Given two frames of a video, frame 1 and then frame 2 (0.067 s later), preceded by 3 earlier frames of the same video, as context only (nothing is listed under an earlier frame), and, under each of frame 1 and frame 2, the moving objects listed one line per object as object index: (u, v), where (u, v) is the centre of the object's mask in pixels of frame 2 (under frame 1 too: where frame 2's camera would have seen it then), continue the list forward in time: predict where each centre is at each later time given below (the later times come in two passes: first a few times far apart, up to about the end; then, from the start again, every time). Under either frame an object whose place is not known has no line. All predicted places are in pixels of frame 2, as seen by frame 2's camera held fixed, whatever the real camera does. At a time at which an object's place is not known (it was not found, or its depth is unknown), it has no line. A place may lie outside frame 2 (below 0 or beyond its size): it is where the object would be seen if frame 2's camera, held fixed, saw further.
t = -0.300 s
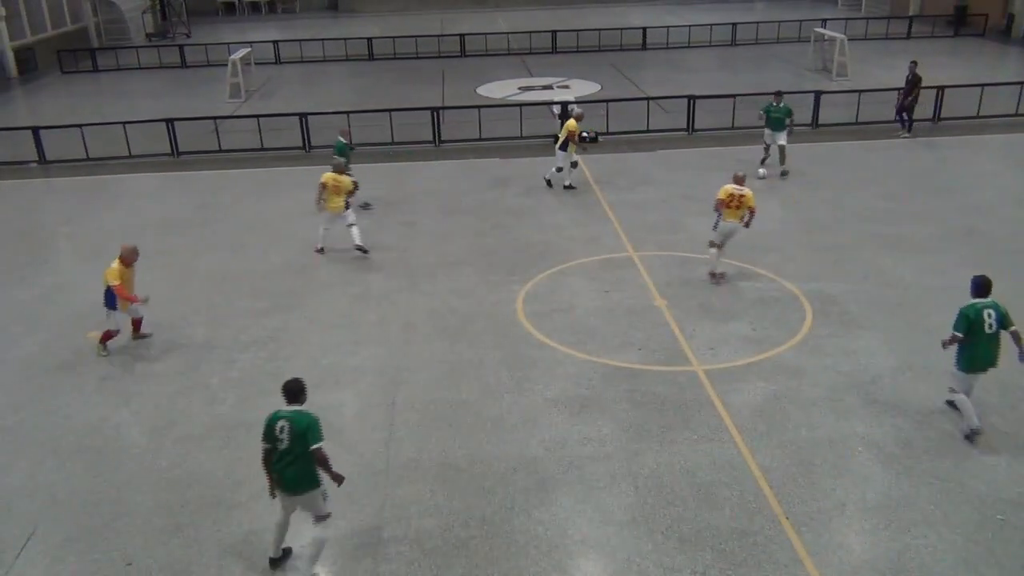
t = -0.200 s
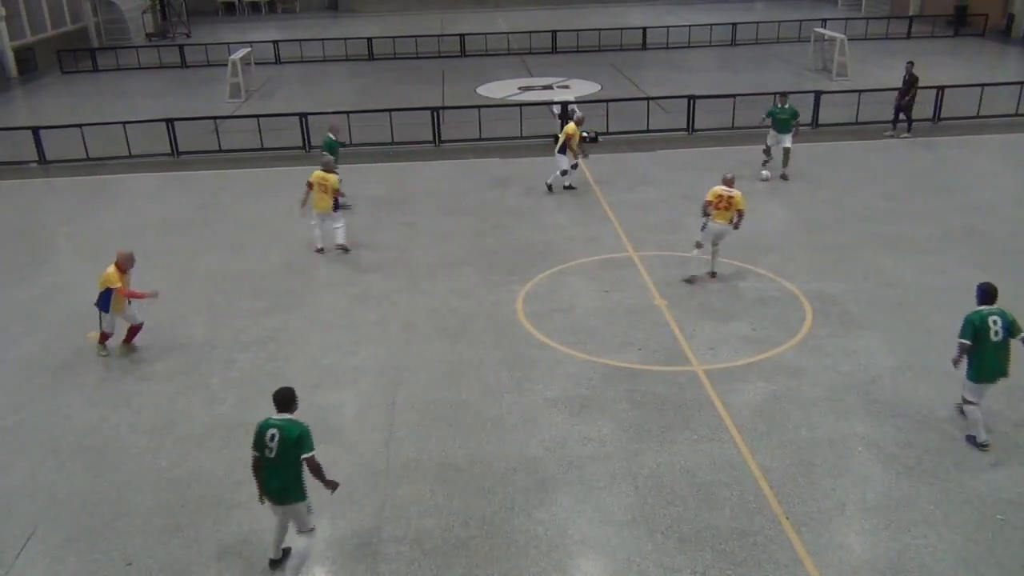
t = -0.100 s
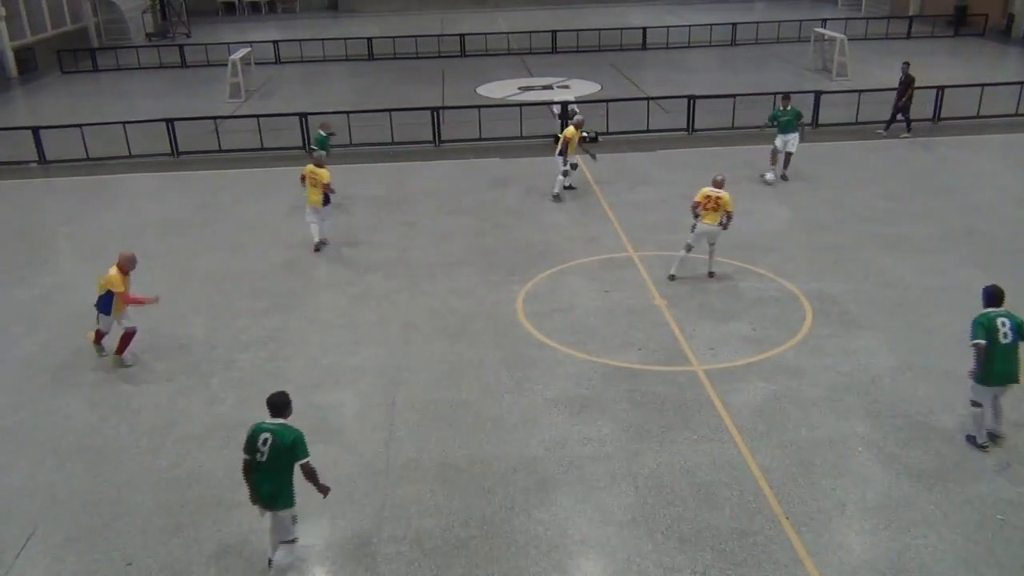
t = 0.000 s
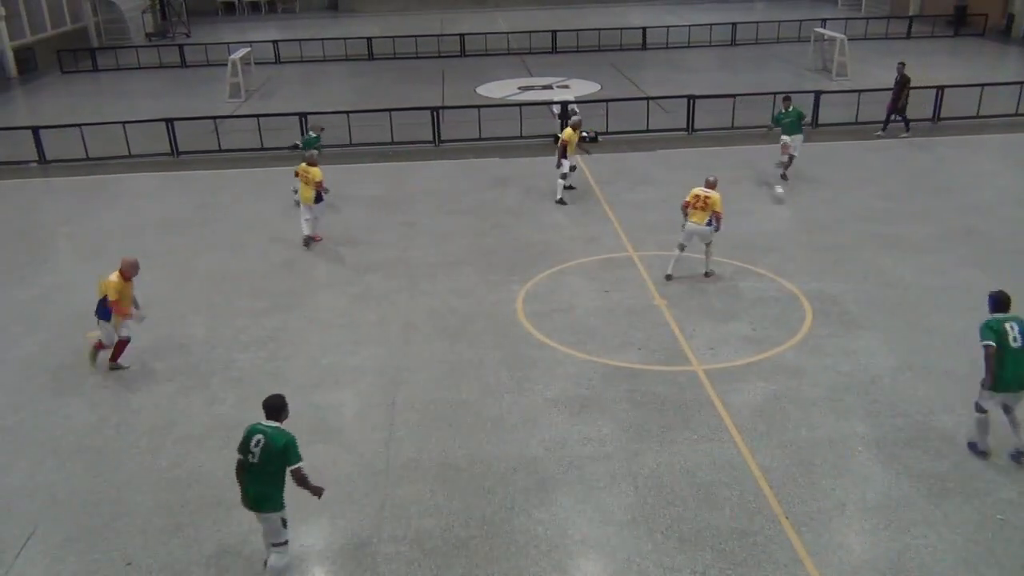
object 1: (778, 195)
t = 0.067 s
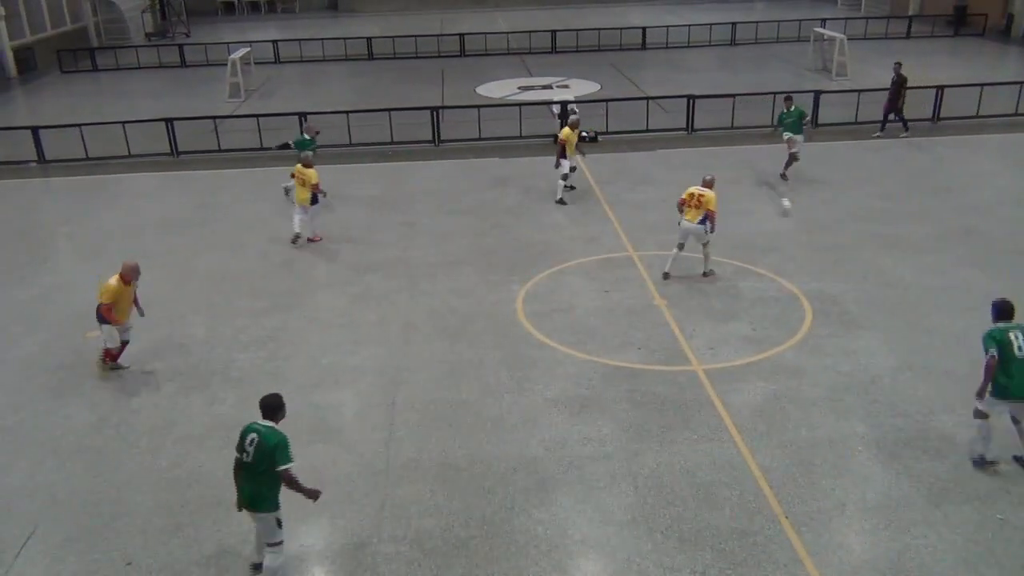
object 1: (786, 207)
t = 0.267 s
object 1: (810, 252)
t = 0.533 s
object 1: (854, 318)
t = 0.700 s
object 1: (886, 364)
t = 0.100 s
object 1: (789, 215)
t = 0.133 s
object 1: (793, 223)
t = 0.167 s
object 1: (798, 230)
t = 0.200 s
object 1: (802, 237)
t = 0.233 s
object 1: (806, 245)
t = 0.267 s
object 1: (810, 252)
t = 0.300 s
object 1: (816, 261)
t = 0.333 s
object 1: (821, 268)
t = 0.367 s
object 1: (825, 276)
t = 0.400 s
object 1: (831, 284)
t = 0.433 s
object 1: (836, 292)
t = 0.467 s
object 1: (842, 300)
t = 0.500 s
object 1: (848, 309)
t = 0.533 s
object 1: (854, 318)
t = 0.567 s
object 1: (860, 327)
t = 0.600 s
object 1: (867, 336)
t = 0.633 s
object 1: (874, 344)
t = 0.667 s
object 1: (879, 352)
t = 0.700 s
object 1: (886, 364)
